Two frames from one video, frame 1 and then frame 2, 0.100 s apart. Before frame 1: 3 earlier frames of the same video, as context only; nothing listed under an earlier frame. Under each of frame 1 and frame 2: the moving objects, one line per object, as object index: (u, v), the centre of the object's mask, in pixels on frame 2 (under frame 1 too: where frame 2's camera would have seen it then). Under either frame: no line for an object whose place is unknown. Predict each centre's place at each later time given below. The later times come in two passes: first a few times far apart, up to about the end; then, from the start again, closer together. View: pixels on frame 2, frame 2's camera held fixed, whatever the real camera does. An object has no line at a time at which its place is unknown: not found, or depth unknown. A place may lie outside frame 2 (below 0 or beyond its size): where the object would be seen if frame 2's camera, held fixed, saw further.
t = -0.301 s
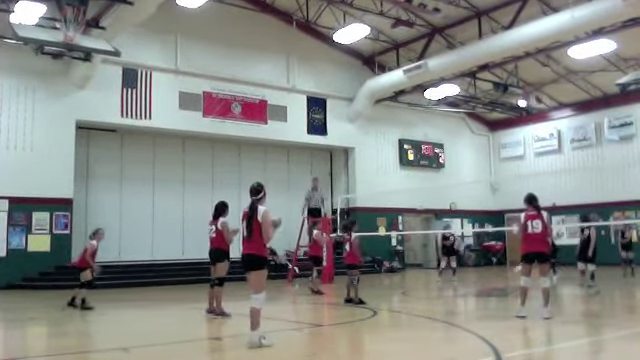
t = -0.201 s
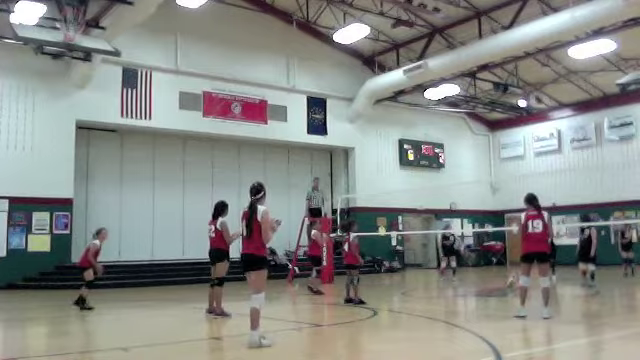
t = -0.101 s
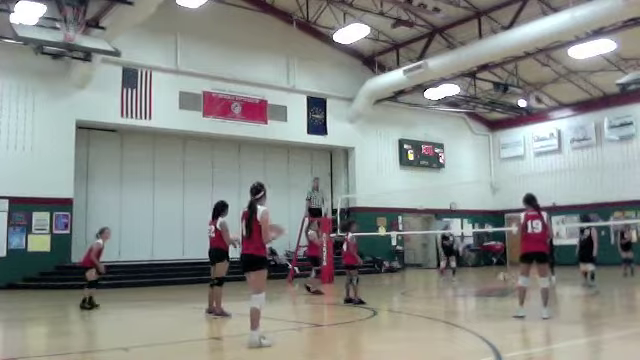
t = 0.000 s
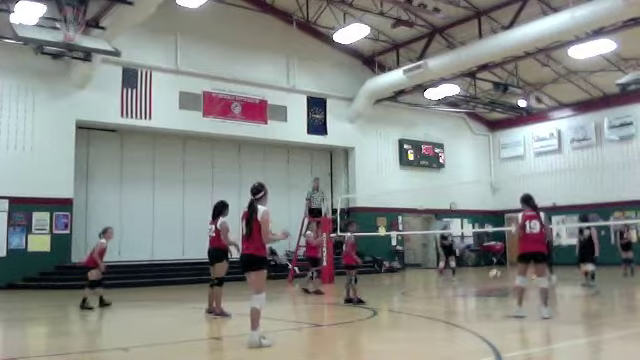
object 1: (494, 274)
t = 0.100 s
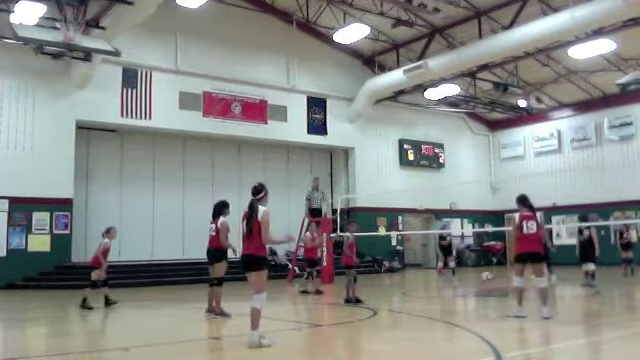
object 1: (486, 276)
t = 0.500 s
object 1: (445, 294)
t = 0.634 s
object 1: (430, 296)
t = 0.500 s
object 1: (445, 294)
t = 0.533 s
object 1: (439, 297)
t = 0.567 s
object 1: (437, 299)
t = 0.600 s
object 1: (435, 297)
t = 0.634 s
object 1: (430, 296)
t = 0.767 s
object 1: (414, 300)
